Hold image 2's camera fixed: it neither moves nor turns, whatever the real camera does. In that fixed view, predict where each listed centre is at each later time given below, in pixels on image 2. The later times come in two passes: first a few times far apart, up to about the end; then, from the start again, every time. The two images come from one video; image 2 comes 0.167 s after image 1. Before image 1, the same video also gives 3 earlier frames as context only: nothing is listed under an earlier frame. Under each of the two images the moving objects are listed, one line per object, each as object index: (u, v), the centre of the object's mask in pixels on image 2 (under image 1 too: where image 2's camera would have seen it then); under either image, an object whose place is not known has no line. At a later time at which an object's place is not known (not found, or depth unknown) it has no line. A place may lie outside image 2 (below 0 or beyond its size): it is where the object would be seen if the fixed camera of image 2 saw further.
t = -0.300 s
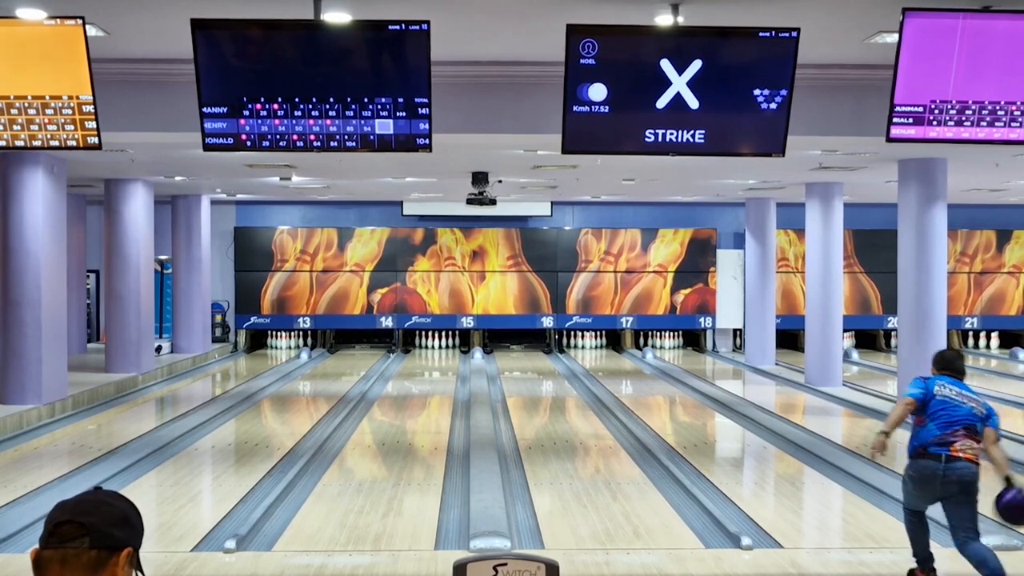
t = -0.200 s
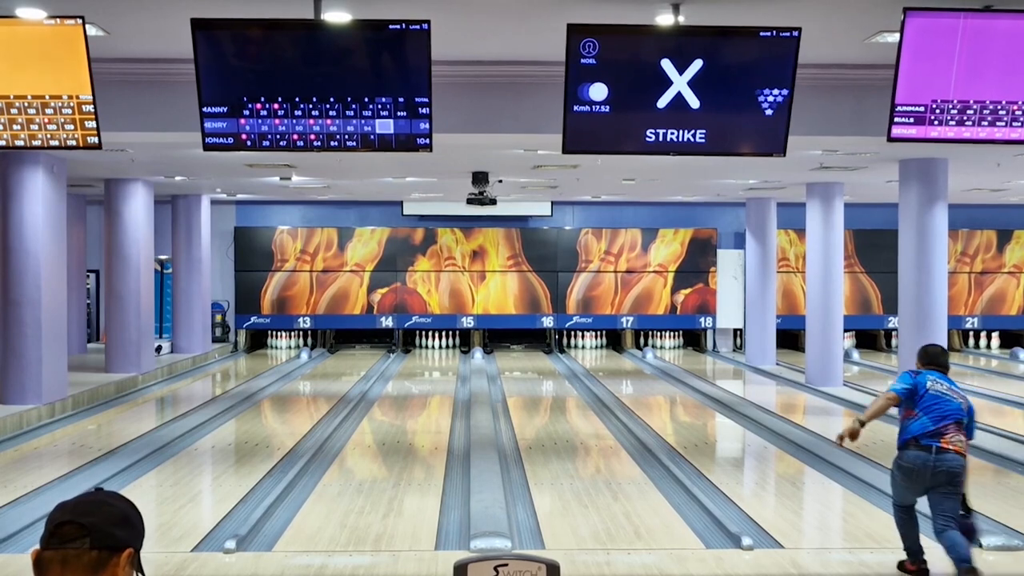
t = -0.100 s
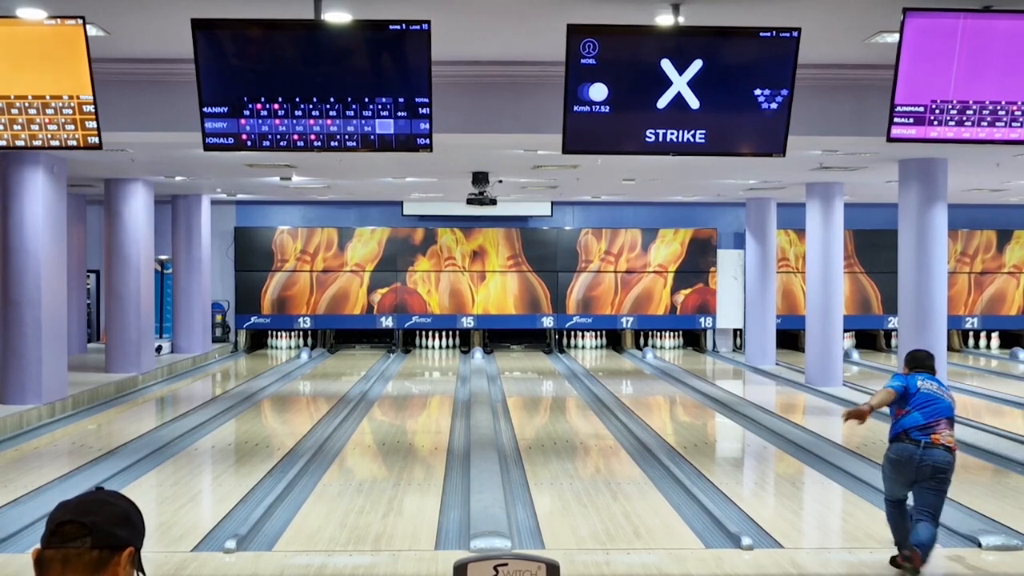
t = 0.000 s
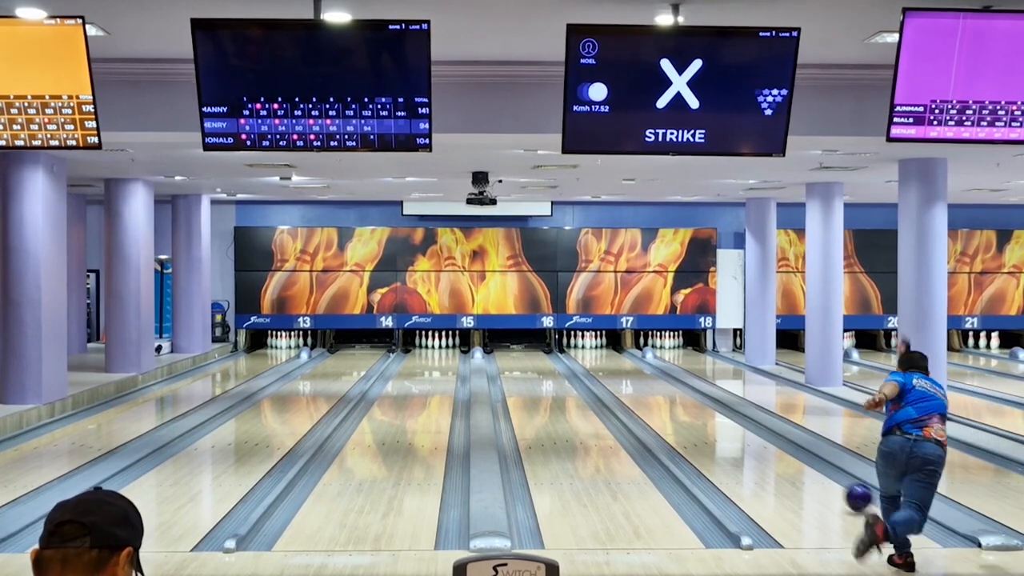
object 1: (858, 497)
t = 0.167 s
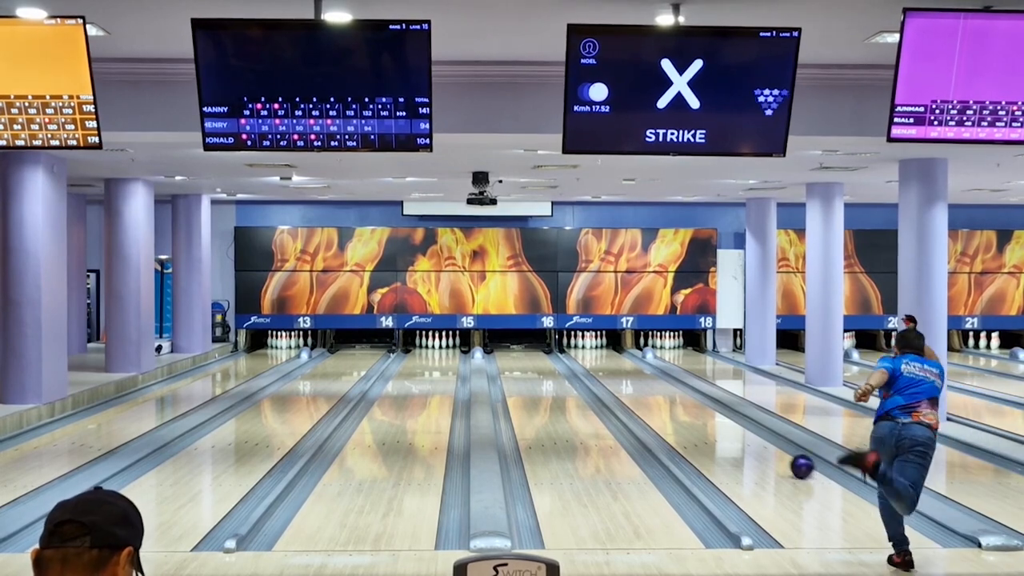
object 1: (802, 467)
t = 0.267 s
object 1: (775, 451)
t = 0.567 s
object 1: (715, 415)
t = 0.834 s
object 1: (678, 393)
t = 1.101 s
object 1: (651, 378)
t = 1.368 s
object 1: (630, 365)
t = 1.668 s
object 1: (610, 355)
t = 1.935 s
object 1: (596, 347)
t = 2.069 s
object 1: (591, 344)
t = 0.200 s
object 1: (792, 461)
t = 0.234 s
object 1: (783, 456)
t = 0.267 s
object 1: (775, 451)
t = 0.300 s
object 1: (767, 446)
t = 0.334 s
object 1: (760, 441)
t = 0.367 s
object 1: (752, 437)
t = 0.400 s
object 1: (746, 433)
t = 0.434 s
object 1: (739, 429)
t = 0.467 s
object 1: (733, 425)
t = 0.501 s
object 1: (726, 422)
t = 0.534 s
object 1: (721, 418)
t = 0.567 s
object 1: (715, 415)
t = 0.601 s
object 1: (710, 412)
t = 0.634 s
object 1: (705, 409)
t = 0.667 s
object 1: (700, 406)
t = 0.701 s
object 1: (695, 404)
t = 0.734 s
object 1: (691, 401)
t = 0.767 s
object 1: (686, 399)
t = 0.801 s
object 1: (682, 396)
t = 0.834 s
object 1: (678, 393)
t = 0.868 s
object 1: (674, 391)
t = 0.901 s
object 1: (671, 389)
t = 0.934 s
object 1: (667, 387)
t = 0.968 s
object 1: (663, 385)
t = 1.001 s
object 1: (660, 383)
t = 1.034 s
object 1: (657, 381)
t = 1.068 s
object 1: (654, 379)
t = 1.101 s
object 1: (651, 378)
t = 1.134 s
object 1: (648, 376)
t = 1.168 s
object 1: (645, 374)
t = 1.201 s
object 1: (642, 373)
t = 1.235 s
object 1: (639, 371)
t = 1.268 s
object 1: (637, 370)
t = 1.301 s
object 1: (634, 368)
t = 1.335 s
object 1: (632, 367)
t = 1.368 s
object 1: (630, 365)
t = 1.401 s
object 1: (627, 364)
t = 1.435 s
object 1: (625, 363)
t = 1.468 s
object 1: (623, 361)
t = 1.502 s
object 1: (621, 360)
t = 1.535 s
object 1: (619, 359)
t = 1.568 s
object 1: (616, 358)
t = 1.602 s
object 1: (614, 357)
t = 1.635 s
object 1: (612, 356)
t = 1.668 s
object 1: (610, 355)
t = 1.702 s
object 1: (608, 354)
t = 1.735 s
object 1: (607, 353)
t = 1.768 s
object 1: (605, 352)
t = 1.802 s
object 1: (603, 351)
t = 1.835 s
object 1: (601, 350)
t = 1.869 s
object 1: (600, 349)
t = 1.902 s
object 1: (598, 348)
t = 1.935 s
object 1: (596, 347)
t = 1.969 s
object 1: (595, 347)
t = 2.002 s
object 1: (593, 345)
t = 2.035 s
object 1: (591, 345)
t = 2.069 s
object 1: (591, 344)
